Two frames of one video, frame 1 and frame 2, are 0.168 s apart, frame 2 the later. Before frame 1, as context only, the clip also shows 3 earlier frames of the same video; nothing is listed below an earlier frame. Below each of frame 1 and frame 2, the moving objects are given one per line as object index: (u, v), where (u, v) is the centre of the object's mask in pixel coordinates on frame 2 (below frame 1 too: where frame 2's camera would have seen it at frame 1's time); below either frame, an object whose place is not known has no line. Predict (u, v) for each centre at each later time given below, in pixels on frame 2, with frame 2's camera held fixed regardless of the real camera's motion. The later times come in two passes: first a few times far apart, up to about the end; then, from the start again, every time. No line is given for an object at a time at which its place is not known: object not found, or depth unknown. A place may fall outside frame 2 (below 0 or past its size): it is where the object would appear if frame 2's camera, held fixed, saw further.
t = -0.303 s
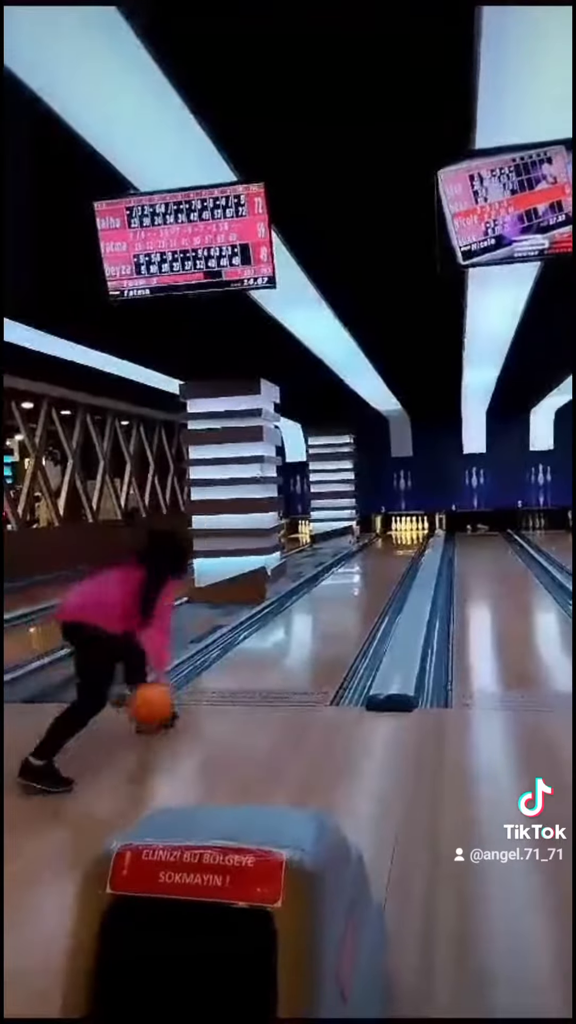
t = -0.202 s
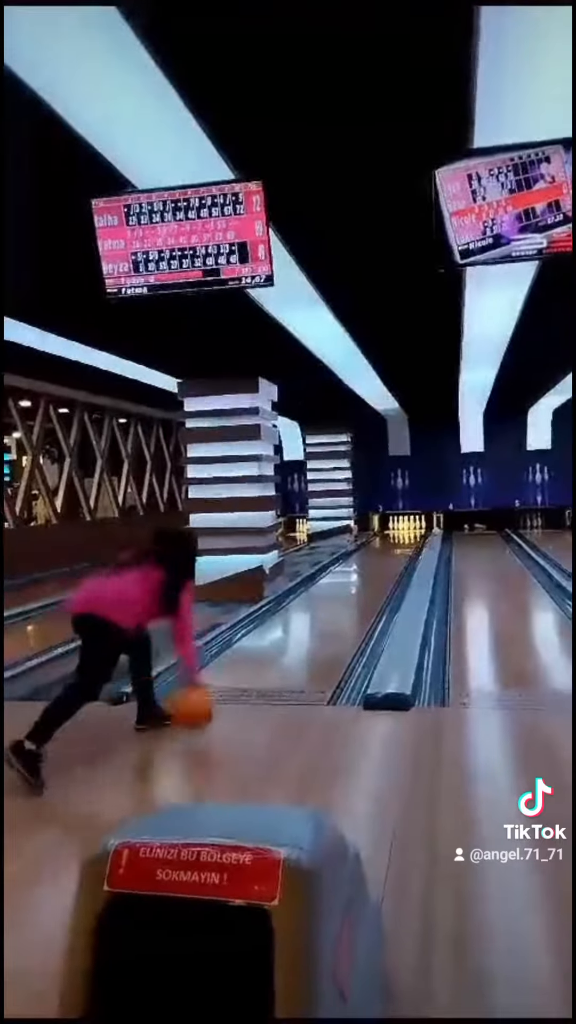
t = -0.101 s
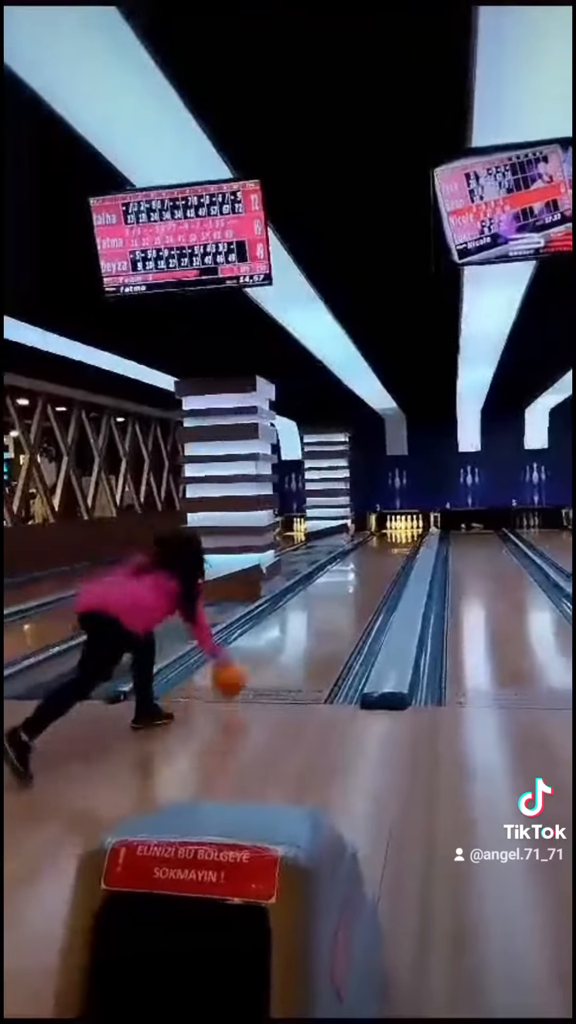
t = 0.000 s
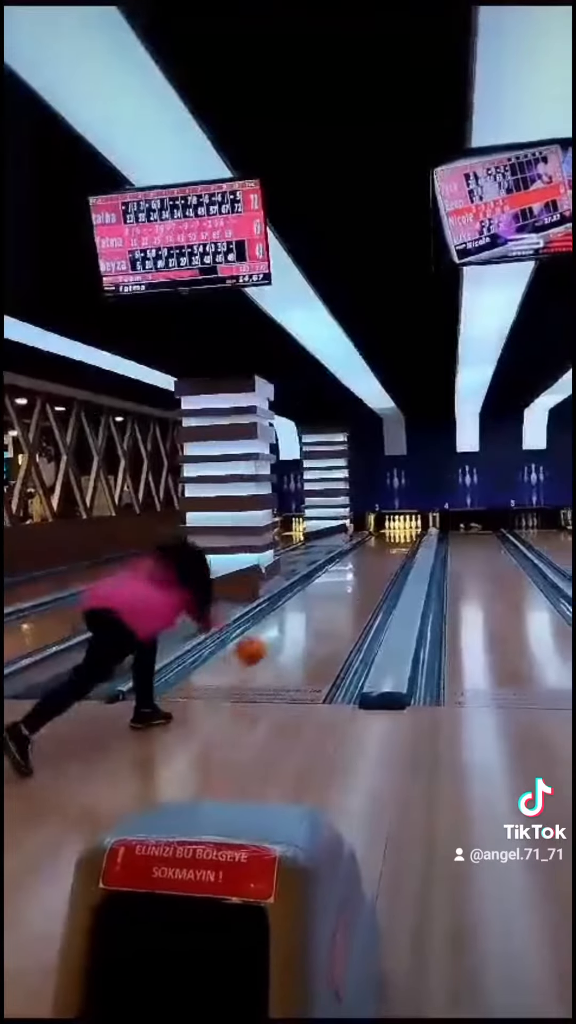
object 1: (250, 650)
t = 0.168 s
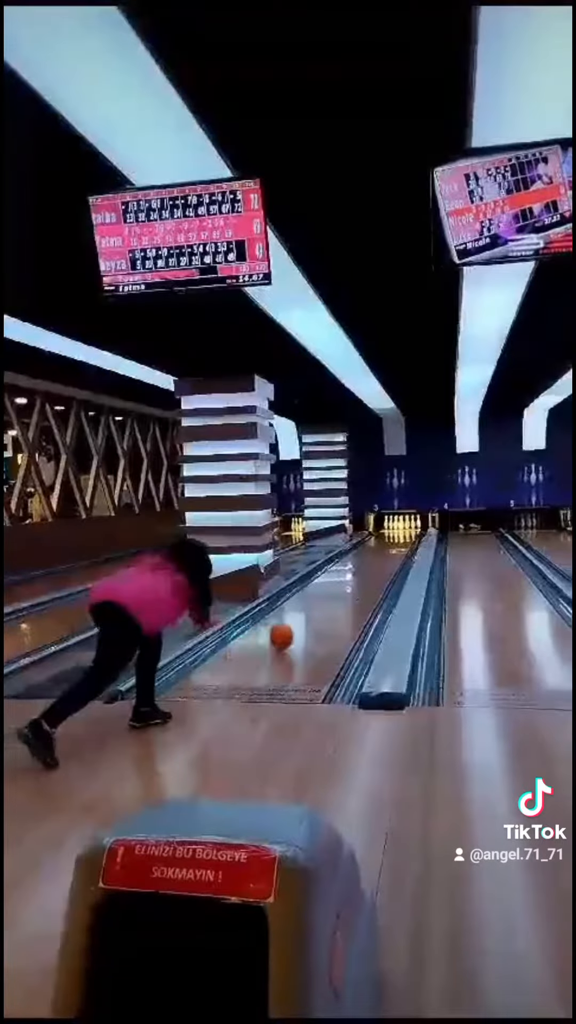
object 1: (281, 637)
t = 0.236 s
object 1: (291, 628)
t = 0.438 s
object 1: (315, 608)
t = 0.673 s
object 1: (336, 592)
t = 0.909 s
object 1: (350, 579)
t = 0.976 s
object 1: (354, 575)
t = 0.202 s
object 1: (287, 631)
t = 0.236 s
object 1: (291, 628)
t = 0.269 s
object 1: (296, 624)
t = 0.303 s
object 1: (300, 621)
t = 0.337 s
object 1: (305, 617)
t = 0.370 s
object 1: (308, 615)
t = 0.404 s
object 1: (311, 611)
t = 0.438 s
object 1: (315, 608)
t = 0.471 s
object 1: (318, 605)
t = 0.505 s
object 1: (322, 602)
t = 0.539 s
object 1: (325, 600)
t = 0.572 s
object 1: (327, 598)
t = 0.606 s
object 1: (330, 596)
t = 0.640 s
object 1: (333, 593)
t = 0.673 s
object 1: (336, 592)
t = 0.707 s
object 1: (338, 589)
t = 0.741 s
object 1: (340, 587)
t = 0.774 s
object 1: (343, 585)
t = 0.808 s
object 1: (344, 583)
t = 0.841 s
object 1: (346, 582)
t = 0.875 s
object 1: (348, 581)
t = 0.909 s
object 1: (350, 579)
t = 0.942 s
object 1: (352, 578)
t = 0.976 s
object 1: (354, 575)
